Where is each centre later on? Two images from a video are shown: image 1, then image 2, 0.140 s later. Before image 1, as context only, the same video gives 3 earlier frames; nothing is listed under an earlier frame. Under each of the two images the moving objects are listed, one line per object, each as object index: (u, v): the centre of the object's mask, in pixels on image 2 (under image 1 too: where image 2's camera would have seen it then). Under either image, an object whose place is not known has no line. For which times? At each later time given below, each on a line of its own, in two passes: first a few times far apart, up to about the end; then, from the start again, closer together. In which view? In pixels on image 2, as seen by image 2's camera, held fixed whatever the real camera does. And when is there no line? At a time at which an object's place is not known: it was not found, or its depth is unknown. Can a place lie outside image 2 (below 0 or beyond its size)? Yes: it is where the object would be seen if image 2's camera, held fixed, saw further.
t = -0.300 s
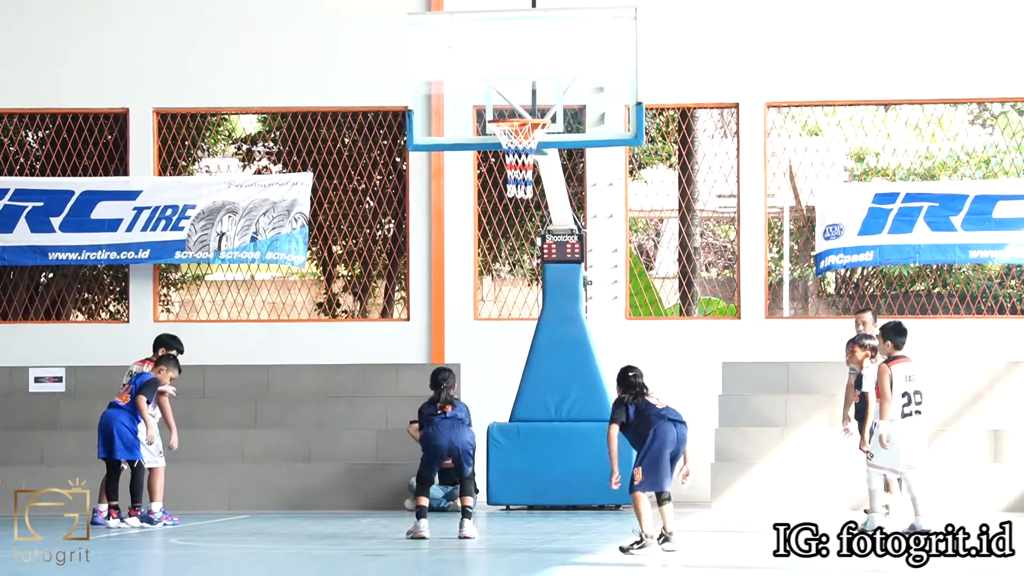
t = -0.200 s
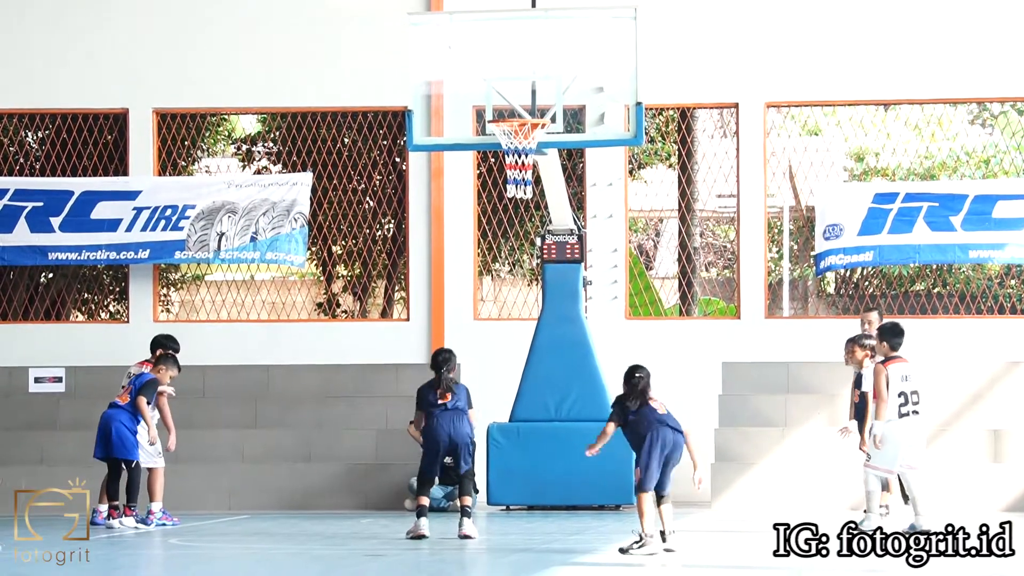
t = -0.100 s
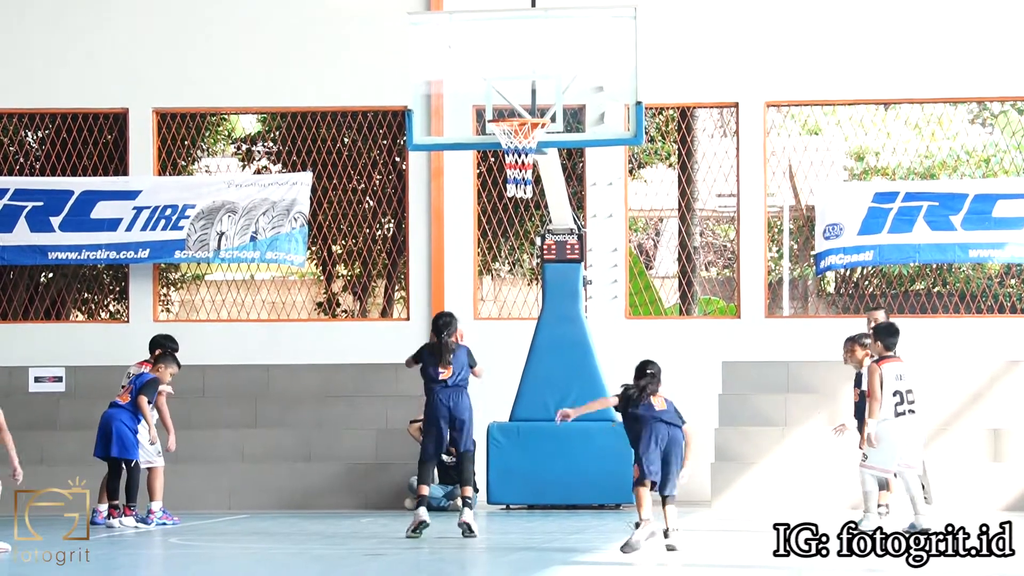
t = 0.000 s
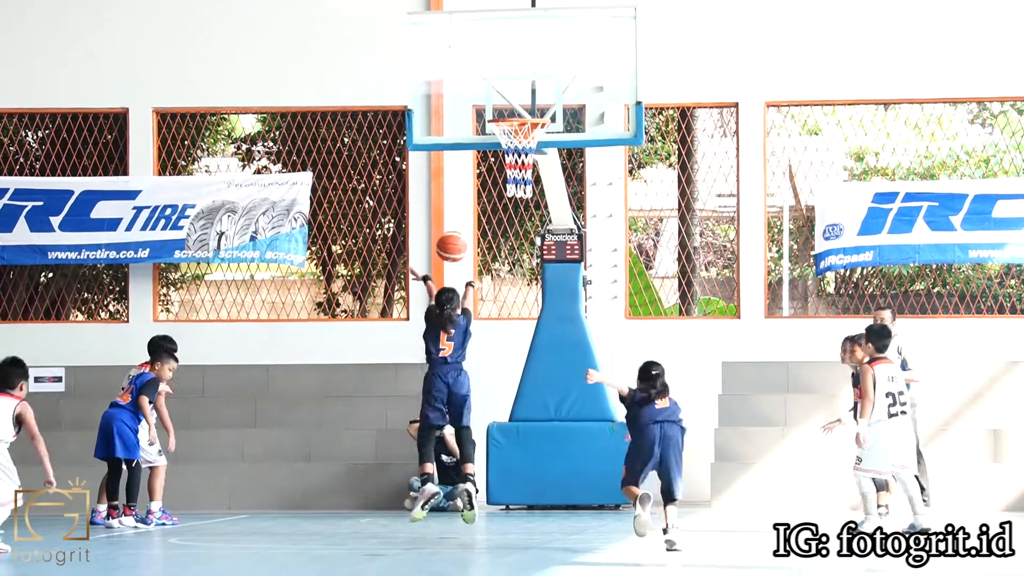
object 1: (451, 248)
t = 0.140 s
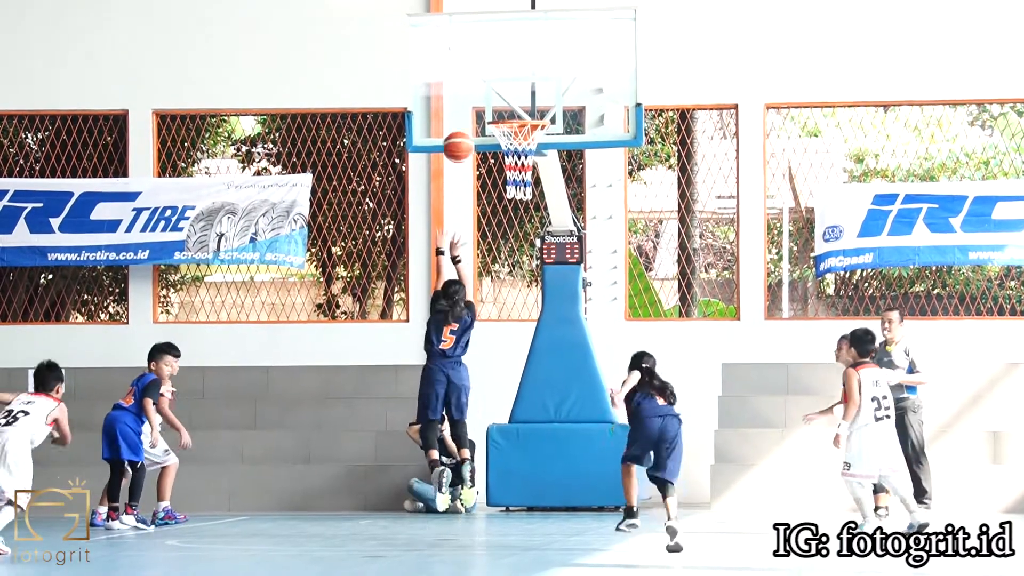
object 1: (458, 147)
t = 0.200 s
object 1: (460, 114)
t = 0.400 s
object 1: (469, 39)
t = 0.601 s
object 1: (477, 20)
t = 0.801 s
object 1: (485, 53)
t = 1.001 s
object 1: (479, 107)
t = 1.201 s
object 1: (430, 83)
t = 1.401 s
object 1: (380, 112)
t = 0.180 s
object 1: (460, 124)
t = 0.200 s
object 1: (460, 114)
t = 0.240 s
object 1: (462, 93)
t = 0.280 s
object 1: (463, 77)
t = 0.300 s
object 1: (464, 69)
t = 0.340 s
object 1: (466, 55)
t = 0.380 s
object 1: (468, 43)
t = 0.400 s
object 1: (469, 39)
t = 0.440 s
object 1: (470, 31)
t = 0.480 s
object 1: (472, 25)
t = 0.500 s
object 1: (473, 23)
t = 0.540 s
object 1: (474, 20)
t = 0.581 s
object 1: (476, 20)
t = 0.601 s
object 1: (477, 20)
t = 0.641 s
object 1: (478, 23)
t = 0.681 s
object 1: (480, 27)
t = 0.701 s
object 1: (481, 30)
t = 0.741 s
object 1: (482, 39)
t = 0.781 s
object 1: (485, 47)
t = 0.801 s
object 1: (485, 53)
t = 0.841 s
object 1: (487, 66)
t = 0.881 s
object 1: (489, 80)
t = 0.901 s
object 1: (490, 88)
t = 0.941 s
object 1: (488, 101)
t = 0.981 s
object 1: (485, 111)
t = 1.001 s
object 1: (479, 107)
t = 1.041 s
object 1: (469, 98)
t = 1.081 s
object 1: (460, 91)
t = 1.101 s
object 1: (454, 88)
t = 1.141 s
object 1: (445, 84)
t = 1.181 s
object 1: (435, 84)
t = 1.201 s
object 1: (430, 83)
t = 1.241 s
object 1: (420, 85)
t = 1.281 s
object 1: (409, 88)
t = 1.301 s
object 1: (404, 90)
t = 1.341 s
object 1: (394, 97)
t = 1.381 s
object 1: (384, 106)
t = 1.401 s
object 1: (380, 112)
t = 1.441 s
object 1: (369, 125)
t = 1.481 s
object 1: (358, 138)
